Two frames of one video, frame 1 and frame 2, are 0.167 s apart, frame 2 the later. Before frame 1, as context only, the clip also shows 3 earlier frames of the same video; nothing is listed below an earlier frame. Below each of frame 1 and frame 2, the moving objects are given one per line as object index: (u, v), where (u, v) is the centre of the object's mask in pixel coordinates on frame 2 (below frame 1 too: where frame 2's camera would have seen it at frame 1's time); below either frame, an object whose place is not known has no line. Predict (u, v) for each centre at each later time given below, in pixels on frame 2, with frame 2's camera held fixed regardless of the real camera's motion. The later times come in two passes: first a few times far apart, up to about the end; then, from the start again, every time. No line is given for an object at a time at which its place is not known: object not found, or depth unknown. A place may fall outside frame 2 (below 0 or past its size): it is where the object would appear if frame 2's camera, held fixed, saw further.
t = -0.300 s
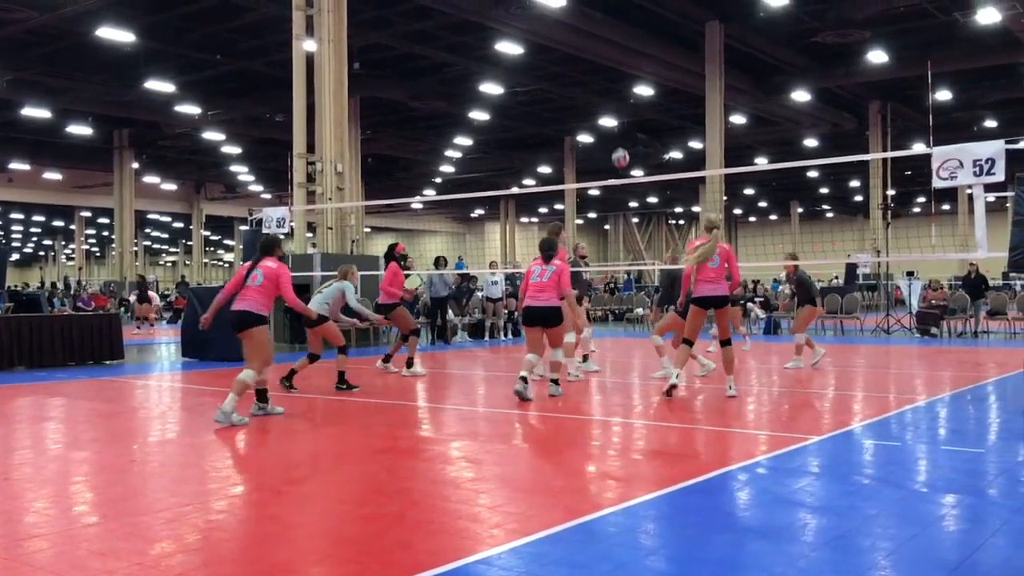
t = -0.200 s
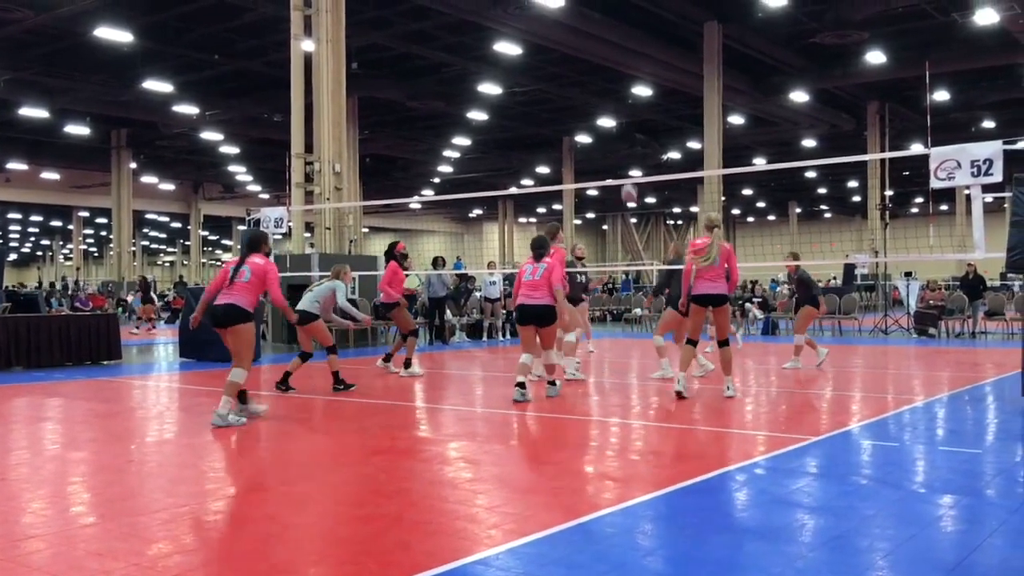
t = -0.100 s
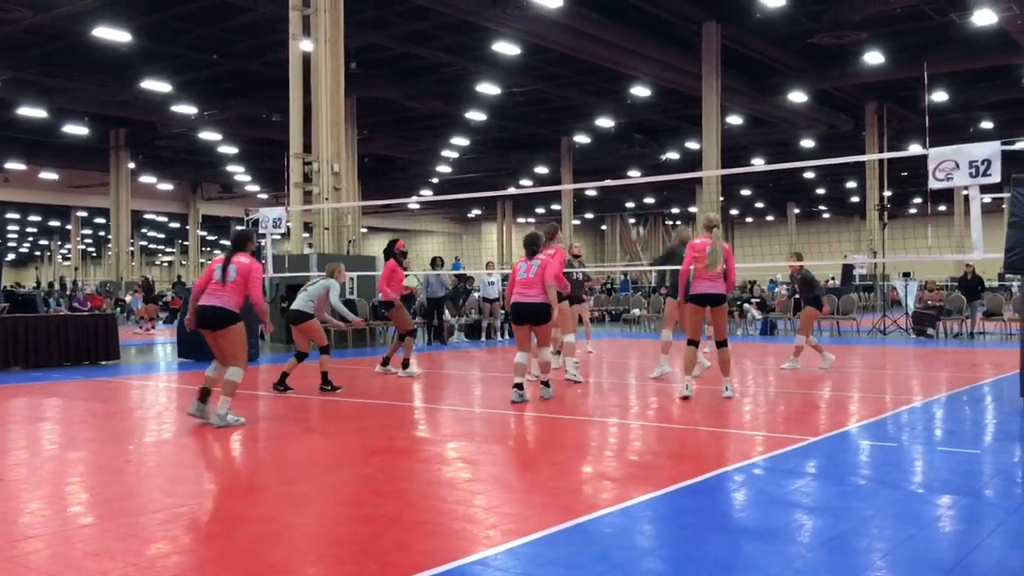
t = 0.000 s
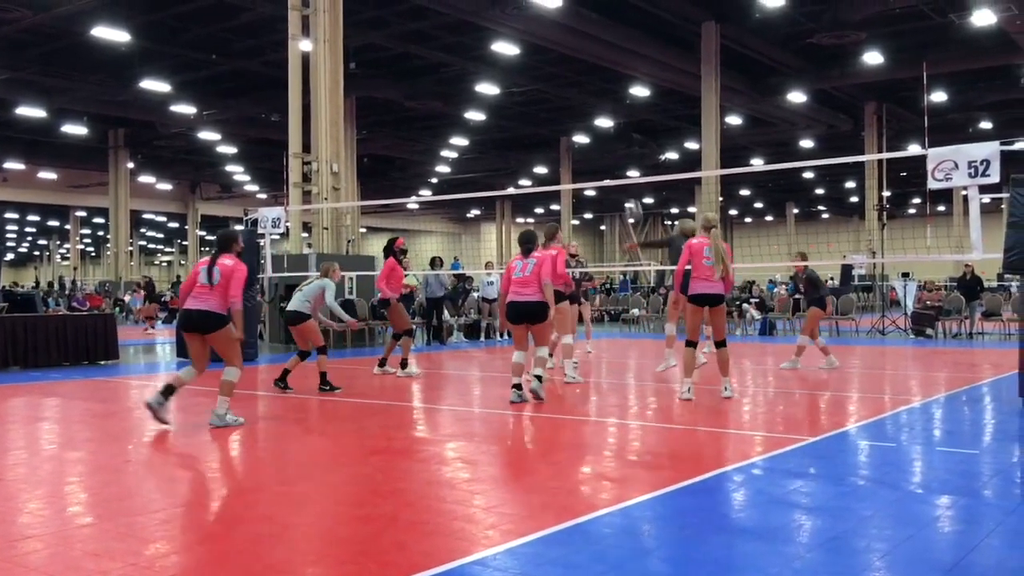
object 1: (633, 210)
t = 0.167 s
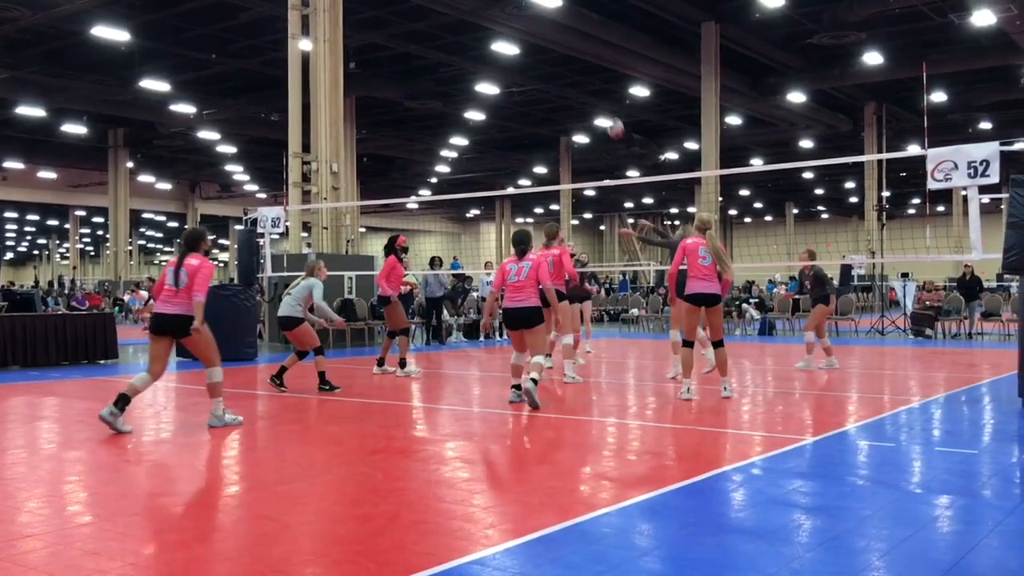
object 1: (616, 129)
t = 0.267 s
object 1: (604, 90)
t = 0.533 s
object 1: (577, 32)
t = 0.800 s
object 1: (552, 30)
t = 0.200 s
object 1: (612, 112)
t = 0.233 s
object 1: (608, 101)
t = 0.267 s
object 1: (604, 90)
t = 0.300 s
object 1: (601, 79)
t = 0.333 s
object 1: (597, 70)
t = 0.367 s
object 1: (594, 61)
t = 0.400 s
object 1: (590, 54)
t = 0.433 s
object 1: (587, 47)
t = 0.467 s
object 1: (583, 41)
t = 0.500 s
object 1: (580, 36)
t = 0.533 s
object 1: (577, 32)
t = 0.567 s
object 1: (574, 29)
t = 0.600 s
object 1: (570, 26)
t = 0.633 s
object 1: (567, 25)
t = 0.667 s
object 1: (564, 24)
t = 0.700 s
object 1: (561, 25)
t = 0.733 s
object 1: (558, 25)
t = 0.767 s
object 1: (555, 27)
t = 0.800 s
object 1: (552, 30)
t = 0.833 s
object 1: (549, 34)
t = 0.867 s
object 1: (546, 38)
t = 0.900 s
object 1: (543, 43)
